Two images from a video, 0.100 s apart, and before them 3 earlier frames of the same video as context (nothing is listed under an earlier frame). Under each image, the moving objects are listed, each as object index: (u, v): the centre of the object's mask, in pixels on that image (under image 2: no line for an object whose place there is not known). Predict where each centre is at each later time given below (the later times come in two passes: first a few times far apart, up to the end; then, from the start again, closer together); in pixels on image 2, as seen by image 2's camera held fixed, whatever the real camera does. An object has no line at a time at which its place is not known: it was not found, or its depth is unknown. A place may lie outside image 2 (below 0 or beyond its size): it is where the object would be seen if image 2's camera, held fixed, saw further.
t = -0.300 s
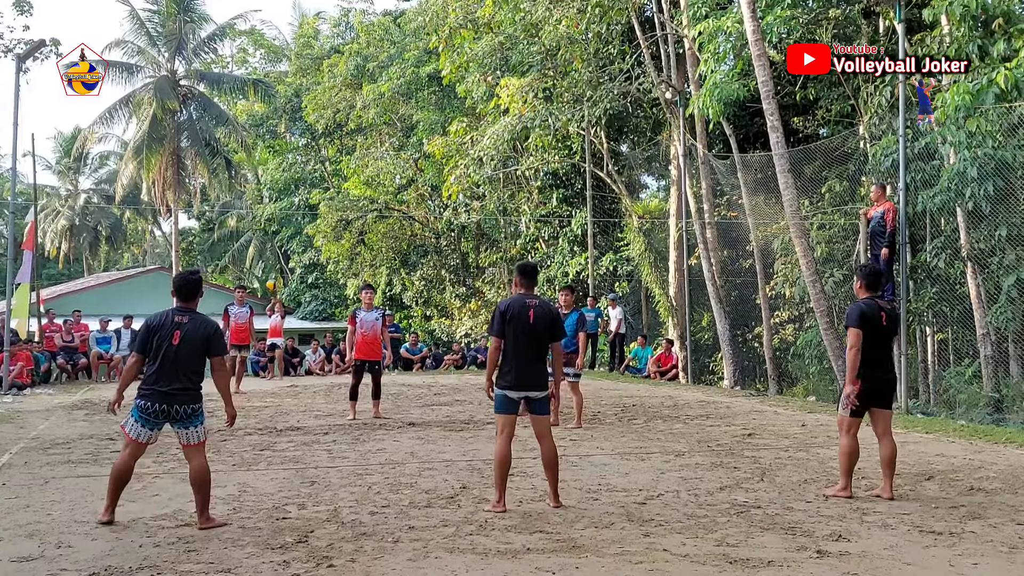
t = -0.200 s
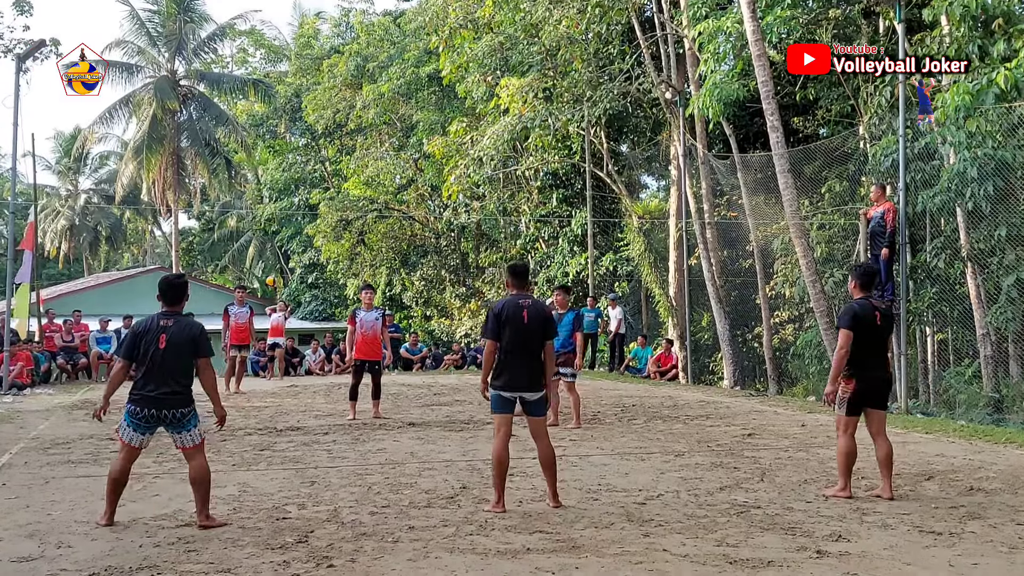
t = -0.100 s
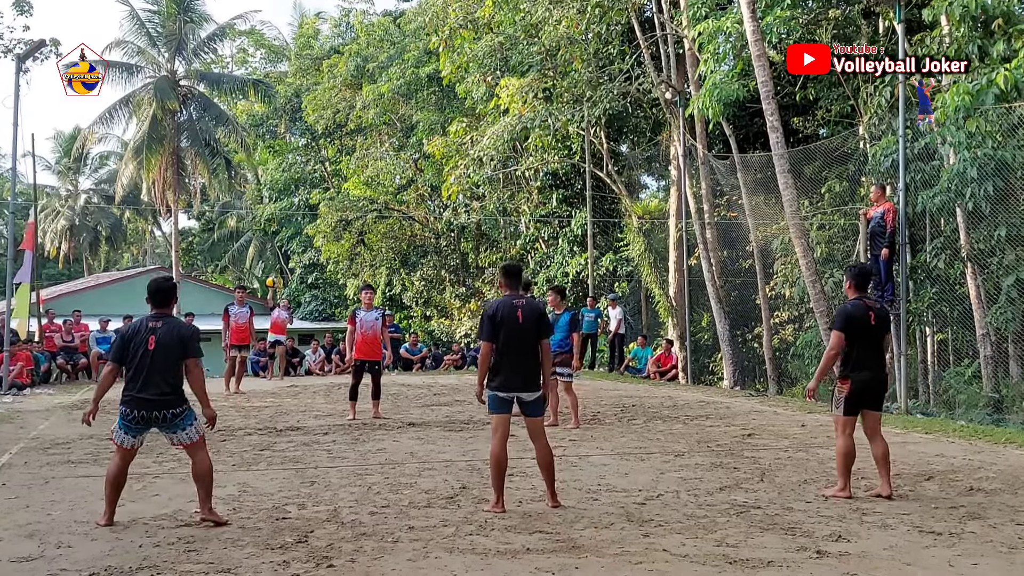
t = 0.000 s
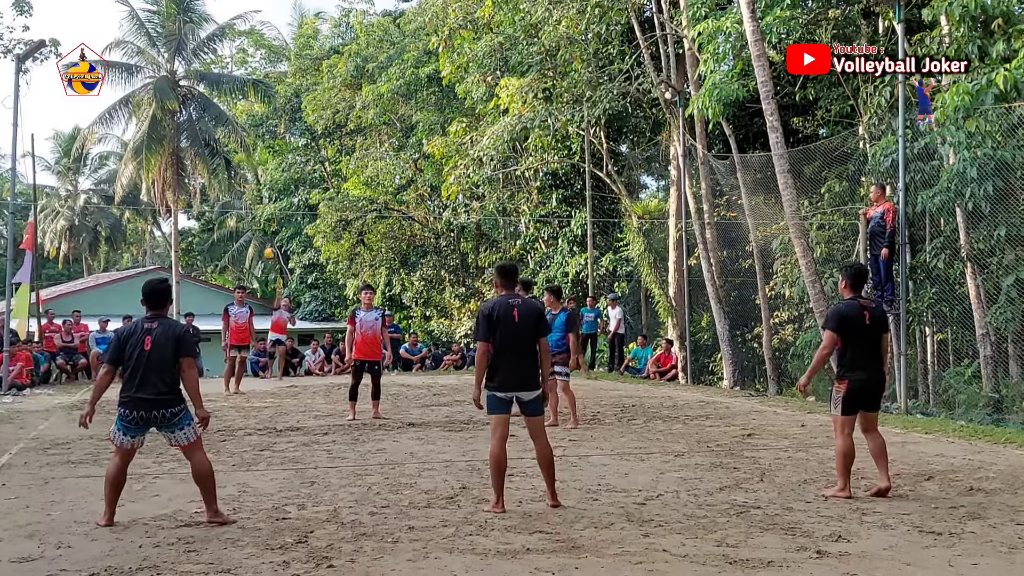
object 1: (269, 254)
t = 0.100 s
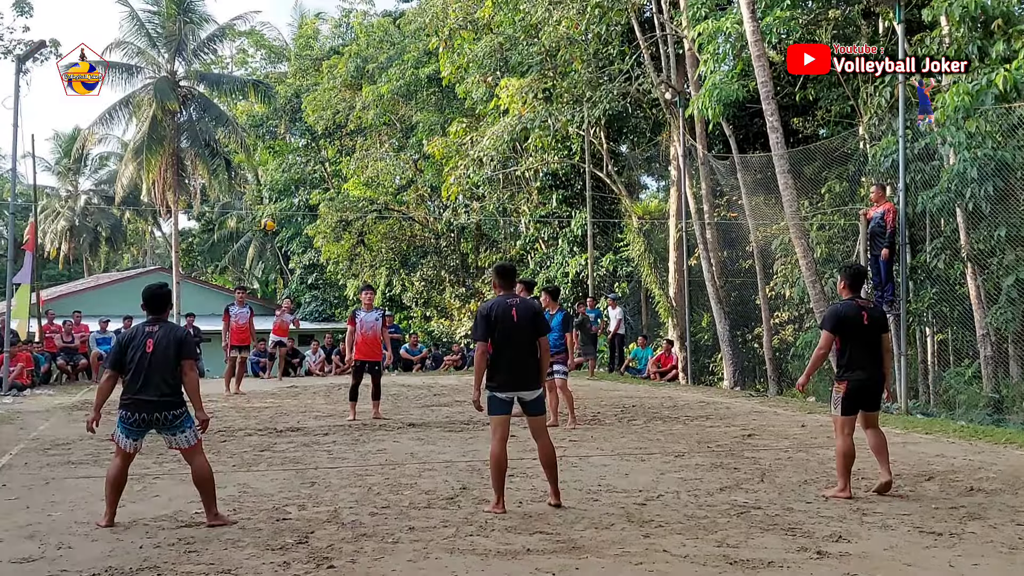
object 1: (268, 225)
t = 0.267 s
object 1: (263, 185)
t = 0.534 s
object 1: (247, 152)
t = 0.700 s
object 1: (237, 155)
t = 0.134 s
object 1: (267, 217)
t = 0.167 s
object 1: (265, 208)
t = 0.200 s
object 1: (264, 200)
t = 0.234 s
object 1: (264, 192)
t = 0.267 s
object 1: (263, 185)
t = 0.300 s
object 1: (261, 179)
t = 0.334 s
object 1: (260, 172)
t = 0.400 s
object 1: (256, 162)
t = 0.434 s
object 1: (254, 159)
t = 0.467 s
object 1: (252, 156)
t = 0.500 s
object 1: (250, 154)
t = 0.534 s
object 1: (247, 152)
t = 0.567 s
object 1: (245, 152)
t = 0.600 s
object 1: (244, 152)
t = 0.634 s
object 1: (243, 153)
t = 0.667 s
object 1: (240, 153)
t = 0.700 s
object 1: (237, 155)
